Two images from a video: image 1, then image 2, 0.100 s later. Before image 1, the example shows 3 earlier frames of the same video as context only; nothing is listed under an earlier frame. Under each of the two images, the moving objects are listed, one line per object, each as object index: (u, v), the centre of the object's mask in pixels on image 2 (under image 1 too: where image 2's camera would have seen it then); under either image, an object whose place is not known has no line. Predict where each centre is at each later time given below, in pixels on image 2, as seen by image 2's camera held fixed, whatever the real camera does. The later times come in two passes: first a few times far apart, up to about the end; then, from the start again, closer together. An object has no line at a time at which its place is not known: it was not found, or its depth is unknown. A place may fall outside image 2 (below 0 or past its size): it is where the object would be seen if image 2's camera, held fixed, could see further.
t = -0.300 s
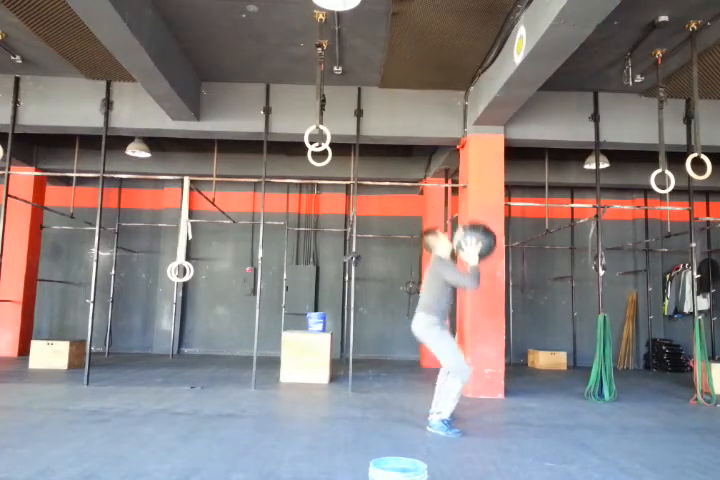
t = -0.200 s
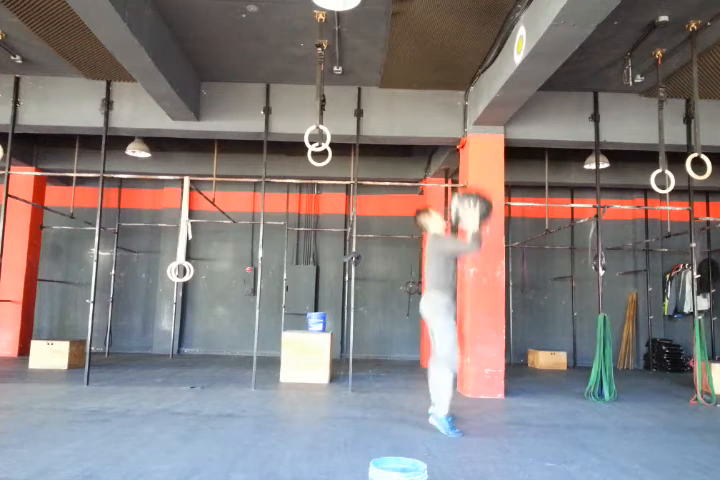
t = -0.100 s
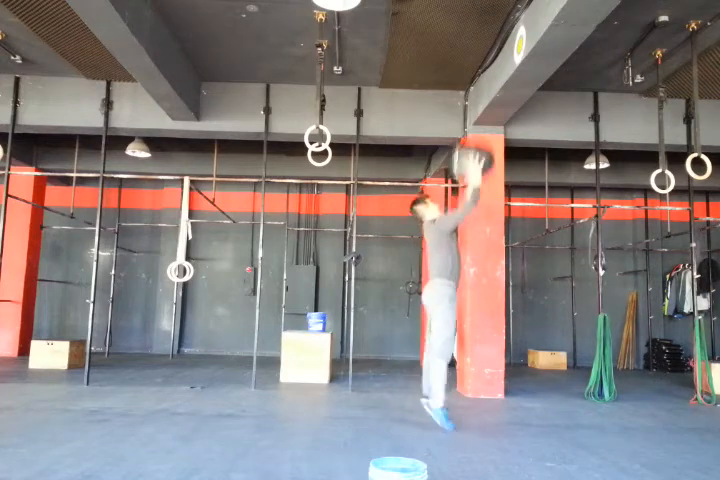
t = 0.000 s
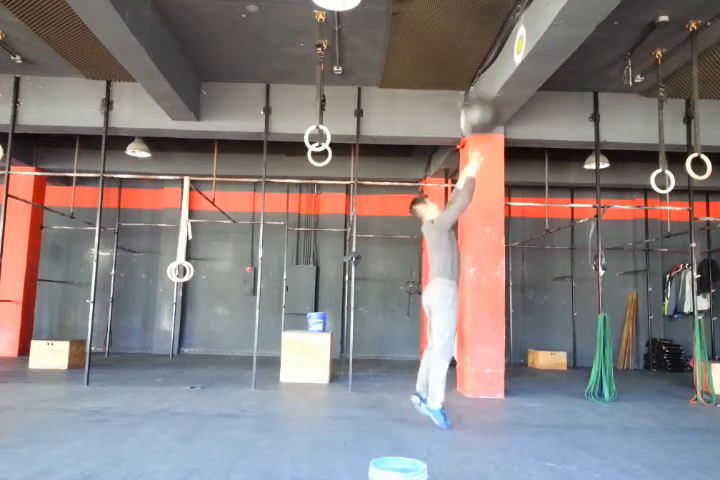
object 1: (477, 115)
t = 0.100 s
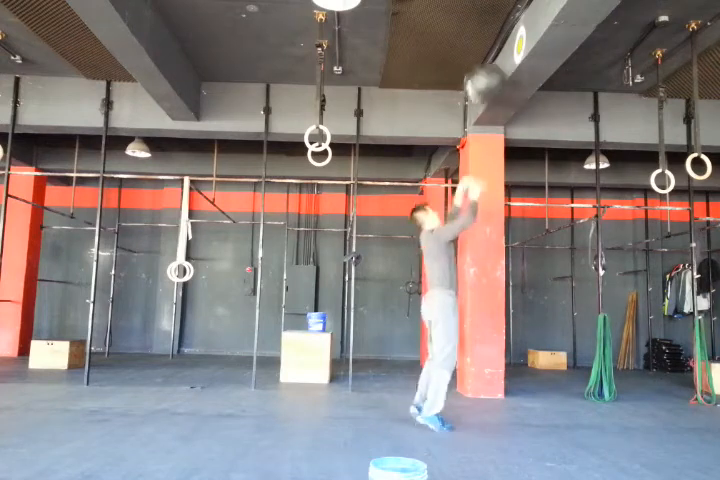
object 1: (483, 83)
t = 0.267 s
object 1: (497, 54)
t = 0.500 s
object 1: (497, 60)
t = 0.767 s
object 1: (485, 142)
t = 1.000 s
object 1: (479, 293)
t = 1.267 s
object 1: (459, 382)
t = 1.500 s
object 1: (433, 375)
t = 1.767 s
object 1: (405, 402)
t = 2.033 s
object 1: (379, 408)
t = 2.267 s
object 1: (360, 409)
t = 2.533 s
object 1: (348, 408)
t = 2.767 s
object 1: (341, 407)
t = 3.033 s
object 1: (335, 405)
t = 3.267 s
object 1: (334, 404)
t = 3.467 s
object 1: (334, 405)
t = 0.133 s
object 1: (486, 75)
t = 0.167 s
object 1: (490, 68)
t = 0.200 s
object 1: (492, 62)
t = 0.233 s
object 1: (494, 58)
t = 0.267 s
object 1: (497, 54)
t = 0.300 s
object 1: (499, 51)
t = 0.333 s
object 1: (501, 50)
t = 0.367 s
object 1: (502, 50)
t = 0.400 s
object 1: (501, 50)
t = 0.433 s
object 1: (500, 52)
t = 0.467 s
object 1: (499, 55)
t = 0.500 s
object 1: (497, 60)
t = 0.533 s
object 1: (494, 65)
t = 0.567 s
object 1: (493, 72)
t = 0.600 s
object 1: (492, 78)
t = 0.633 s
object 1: (490, 86)
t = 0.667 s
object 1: (487, 101)
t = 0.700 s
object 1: (485, 114)
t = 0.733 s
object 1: (486, 129)
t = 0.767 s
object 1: (485, 142)
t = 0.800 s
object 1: (484, 162)
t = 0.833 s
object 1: (482, 179)
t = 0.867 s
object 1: (481, 199)
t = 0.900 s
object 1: (480, 220)
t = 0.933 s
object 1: (479, 243)
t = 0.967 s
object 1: (478, 267)
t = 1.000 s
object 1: (479, 293)
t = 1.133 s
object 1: (472, 410)
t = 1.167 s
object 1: (470, 405)
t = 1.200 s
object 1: (467, 397)
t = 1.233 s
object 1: (462, 389)
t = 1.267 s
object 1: (459, 382)
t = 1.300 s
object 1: (455, 377)
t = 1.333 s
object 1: (451, 373)
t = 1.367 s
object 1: (448, 371)
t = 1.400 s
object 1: (444, 370)
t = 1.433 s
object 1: (441, 371)
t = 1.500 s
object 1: (433, 375)
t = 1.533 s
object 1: (429, 381)
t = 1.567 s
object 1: (425, 387)
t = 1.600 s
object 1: (422, 394)
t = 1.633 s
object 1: (420, 404)
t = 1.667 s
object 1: (416, 409)
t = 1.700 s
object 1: (412, 406)
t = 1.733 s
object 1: (409, 403)
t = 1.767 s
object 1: (405, 402)
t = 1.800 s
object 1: (401, 401)
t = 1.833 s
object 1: (398, 403)
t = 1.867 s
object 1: (394, 406)
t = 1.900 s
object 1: (391, 408)
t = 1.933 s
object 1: (388, 408)
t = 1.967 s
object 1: (385, 407)
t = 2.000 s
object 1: (382, 408)
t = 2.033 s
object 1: (379, 408)
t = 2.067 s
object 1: (375, 409)
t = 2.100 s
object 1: (373, 409)
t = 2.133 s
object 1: (370, 409)
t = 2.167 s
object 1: (367, 409)
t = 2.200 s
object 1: (365, 409)
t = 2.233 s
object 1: (363, 409)
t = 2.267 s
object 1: (360, 409)
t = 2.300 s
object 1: (359, 408)
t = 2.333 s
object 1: (357, 408)
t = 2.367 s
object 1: (355, 408)
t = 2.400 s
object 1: (353, 408)
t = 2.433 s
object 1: (352, 408)
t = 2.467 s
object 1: (351, 408)
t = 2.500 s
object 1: (349, 407)
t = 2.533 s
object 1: (348, 408)
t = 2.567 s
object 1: (347, 408)
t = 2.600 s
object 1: (346, 407)
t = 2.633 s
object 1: (345, 407)
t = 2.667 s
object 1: (344, 407)
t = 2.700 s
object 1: (343, 407)
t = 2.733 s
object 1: (342, 407)
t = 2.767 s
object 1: (341, 407)
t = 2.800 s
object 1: (340, 407)
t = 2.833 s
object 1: (339, 406)
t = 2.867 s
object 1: (338, 406)
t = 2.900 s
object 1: (338, 406)
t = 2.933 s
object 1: (337, 406)
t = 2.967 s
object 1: (336, 406)
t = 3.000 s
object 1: (335, 405)
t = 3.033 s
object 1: (335, 405)
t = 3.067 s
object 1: (334, 405)
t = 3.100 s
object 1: (334, 405)
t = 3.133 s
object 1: (334, 405)
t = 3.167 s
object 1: (334, 405)
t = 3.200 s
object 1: (334, 405)
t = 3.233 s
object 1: (334, 405)
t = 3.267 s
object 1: (334, 404)
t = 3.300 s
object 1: (334, 404)
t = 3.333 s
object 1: (334, 404)
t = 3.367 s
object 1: (334, 404)
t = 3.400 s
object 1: (334, 405)
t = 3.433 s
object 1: (334, 405)
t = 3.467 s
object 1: (334, 405)
